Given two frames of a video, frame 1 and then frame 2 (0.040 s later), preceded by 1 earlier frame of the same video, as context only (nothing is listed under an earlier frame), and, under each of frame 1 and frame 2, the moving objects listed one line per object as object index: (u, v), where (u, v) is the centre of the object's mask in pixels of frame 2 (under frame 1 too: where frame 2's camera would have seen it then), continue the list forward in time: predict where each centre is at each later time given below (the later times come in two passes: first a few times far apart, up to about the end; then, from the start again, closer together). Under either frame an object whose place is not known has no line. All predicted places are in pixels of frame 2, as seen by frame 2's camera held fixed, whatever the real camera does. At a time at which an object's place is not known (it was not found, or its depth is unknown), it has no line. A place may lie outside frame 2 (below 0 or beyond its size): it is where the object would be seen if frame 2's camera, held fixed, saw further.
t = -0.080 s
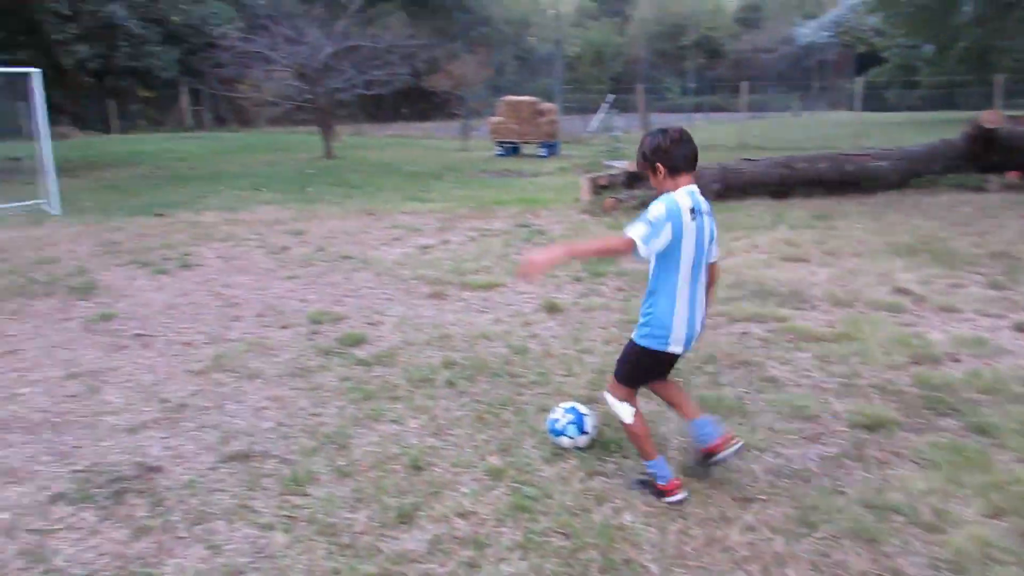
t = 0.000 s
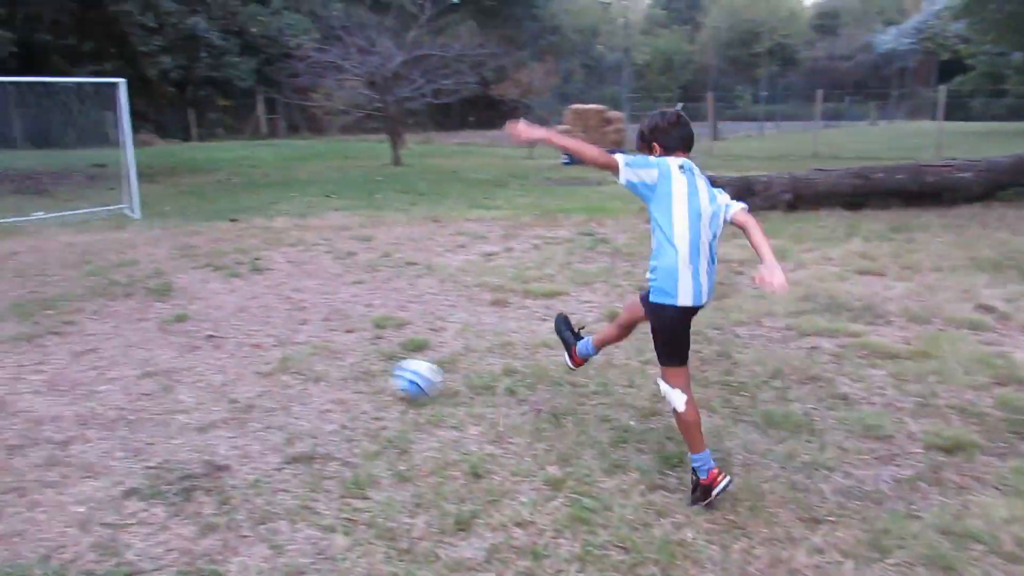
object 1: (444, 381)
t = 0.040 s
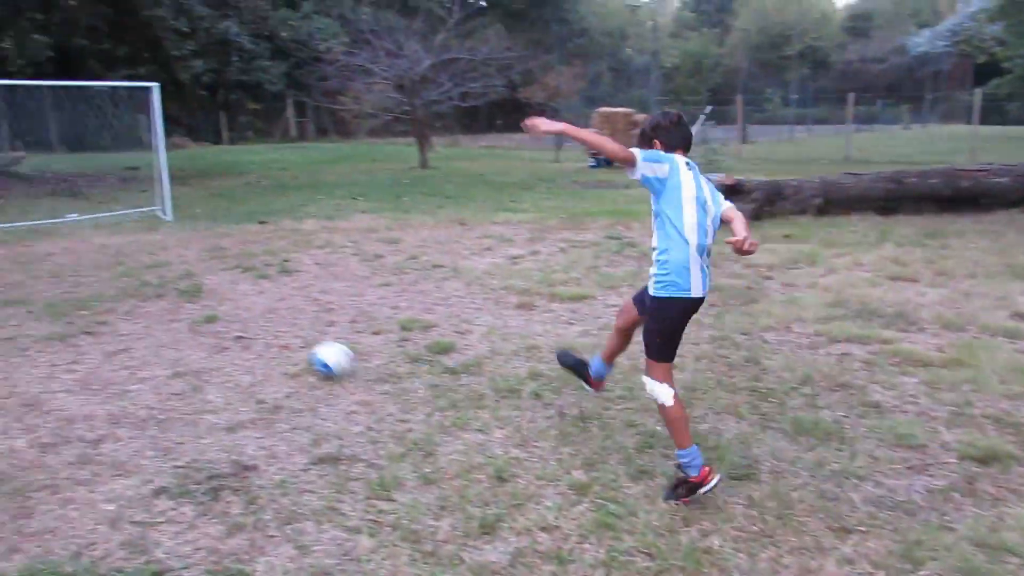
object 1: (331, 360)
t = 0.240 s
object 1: (66, 294)
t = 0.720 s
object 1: (-188, 238)
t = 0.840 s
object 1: (-230, 233)
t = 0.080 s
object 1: (250, 340)
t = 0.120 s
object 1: (184, 321)
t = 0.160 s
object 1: (131, 304)
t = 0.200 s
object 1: (108, 301)
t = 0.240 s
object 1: (66, 294)
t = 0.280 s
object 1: (32, 278)
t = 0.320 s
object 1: (1, 272)
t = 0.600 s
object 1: (-147, 246)
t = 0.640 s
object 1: (-164, 242)
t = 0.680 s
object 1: (-171, 243)
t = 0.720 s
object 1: (-188, 238)
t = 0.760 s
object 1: (-202, 238)
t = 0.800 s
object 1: (-219, 238)
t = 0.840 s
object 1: (-230, 233)
